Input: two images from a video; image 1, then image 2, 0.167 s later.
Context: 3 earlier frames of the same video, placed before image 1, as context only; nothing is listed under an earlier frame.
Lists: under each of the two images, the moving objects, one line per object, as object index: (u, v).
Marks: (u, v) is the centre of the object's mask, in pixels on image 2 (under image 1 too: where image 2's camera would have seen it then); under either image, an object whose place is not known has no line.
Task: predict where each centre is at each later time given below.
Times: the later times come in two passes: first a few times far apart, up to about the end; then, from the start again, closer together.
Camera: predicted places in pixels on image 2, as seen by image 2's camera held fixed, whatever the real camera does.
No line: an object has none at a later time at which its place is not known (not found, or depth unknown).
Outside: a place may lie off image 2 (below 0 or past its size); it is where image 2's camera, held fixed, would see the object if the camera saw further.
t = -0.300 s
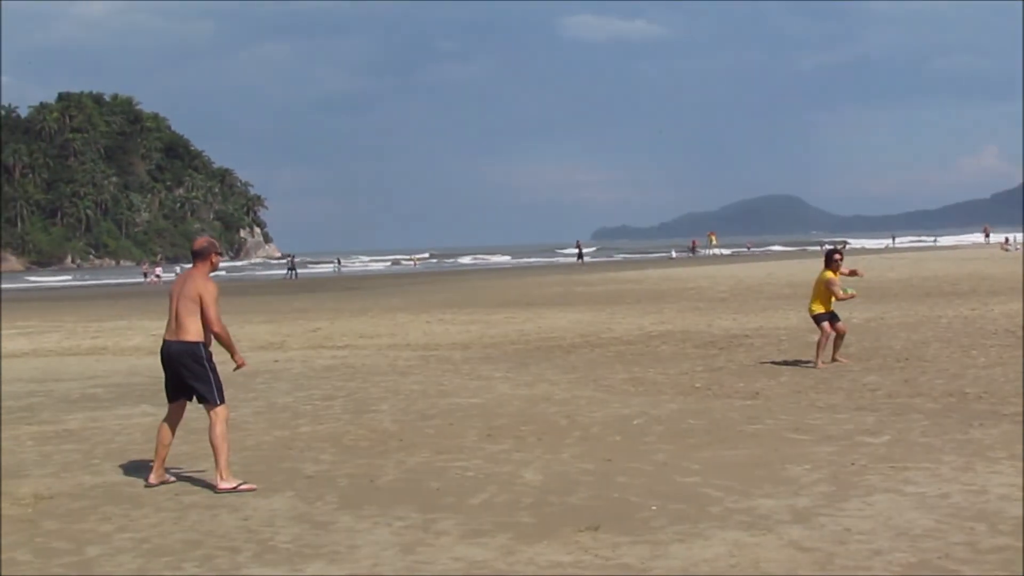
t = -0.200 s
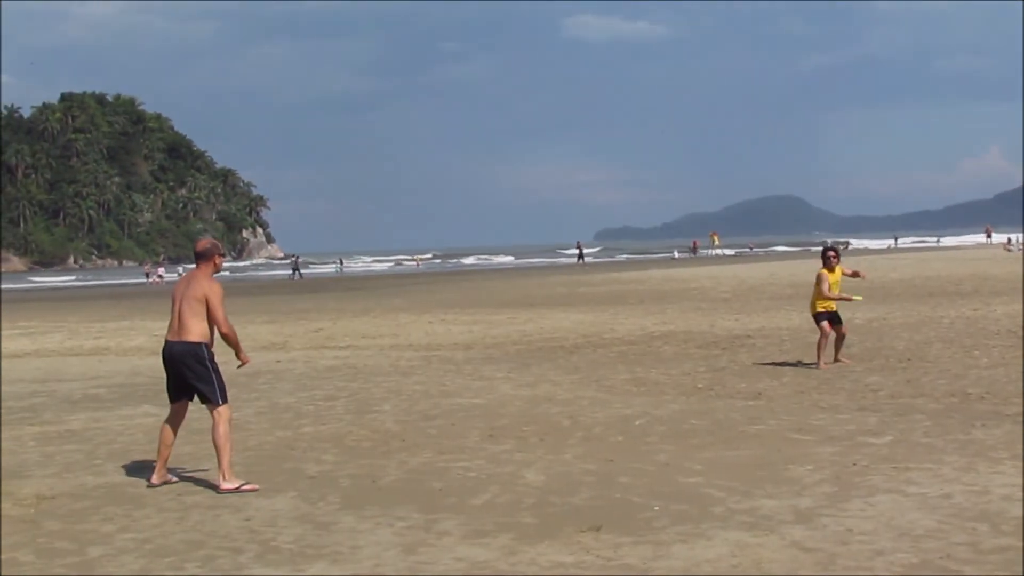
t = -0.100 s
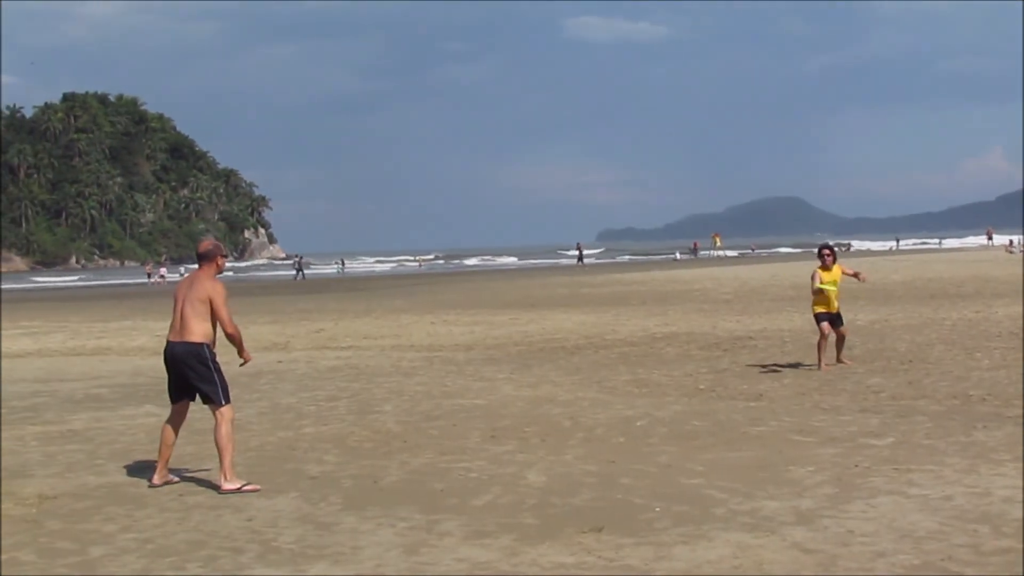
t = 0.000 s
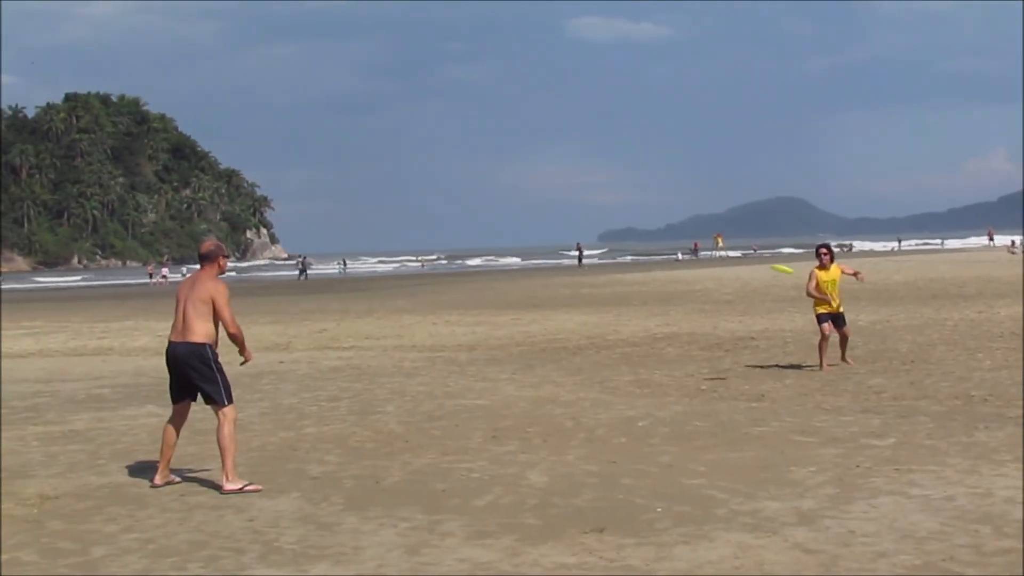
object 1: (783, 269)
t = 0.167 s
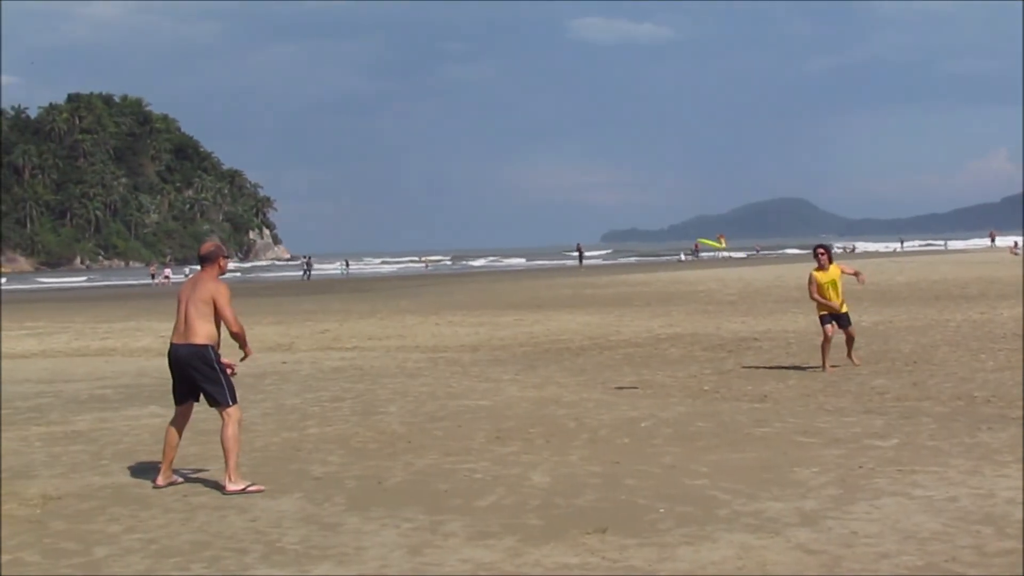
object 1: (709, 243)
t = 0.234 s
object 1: (679, 232)
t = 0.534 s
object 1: (542, 189)
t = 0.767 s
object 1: (434, 159)
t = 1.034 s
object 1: (308, 138)
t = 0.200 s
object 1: (695, 238)
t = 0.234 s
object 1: (679, 232)
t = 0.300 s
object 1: (649, 223)
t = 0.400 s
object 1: (603, 209)
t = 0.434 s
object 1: (588, 204)
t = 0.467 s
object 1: (573, 199)
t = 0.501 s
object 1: (558, 194)
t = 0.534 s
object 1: (542, 189)
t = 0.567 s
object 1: (526, 185)
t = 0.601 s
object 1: (511, 180)
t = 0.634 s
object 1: (496, 176)
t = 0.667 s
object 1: (480, 172)
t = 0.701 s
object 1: (465, 168)
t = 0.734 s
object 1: (450, 163)
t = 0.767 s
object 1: (434, 159)
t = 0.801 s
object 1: (418, 156)
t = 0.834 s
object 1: (403, 152)
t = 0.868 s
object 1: (387, 149)
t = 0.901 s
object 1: (371, 146)
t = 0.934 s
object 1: (355, 143)
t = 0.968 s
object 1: (339, 141)
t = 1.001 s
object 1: (324, 139)
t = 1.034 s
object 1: (308, 138)
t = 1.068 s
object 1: (292, 136)
